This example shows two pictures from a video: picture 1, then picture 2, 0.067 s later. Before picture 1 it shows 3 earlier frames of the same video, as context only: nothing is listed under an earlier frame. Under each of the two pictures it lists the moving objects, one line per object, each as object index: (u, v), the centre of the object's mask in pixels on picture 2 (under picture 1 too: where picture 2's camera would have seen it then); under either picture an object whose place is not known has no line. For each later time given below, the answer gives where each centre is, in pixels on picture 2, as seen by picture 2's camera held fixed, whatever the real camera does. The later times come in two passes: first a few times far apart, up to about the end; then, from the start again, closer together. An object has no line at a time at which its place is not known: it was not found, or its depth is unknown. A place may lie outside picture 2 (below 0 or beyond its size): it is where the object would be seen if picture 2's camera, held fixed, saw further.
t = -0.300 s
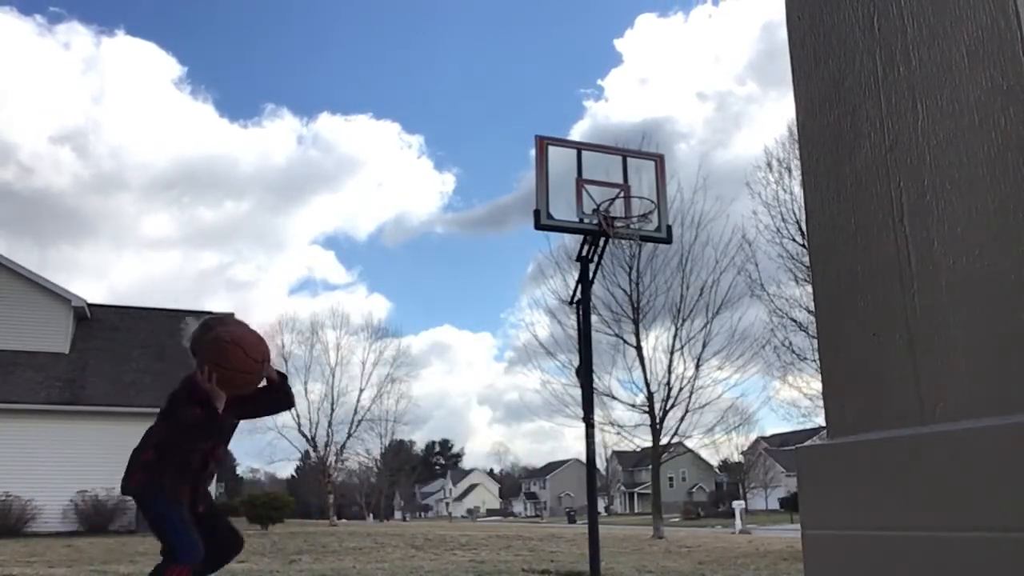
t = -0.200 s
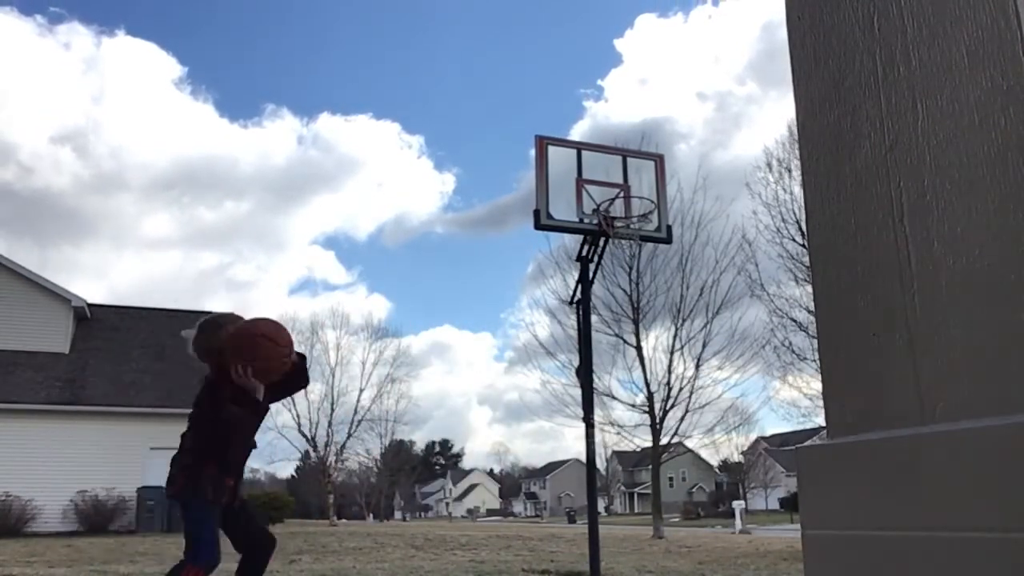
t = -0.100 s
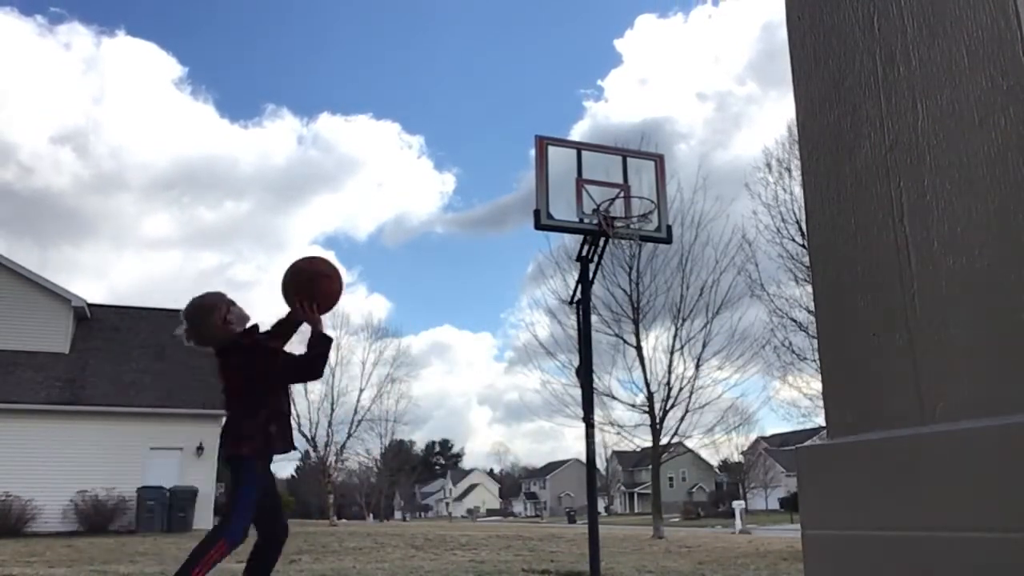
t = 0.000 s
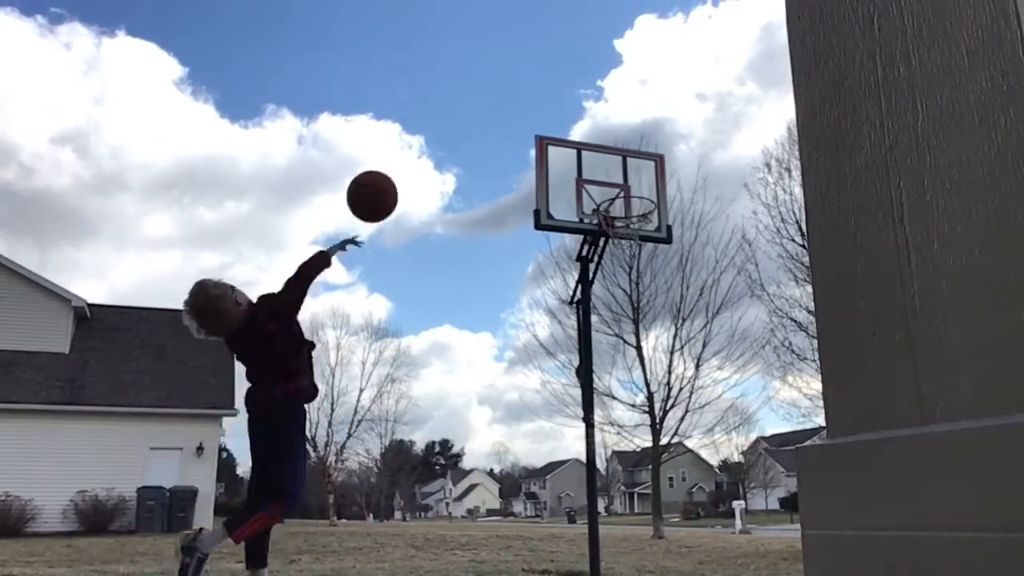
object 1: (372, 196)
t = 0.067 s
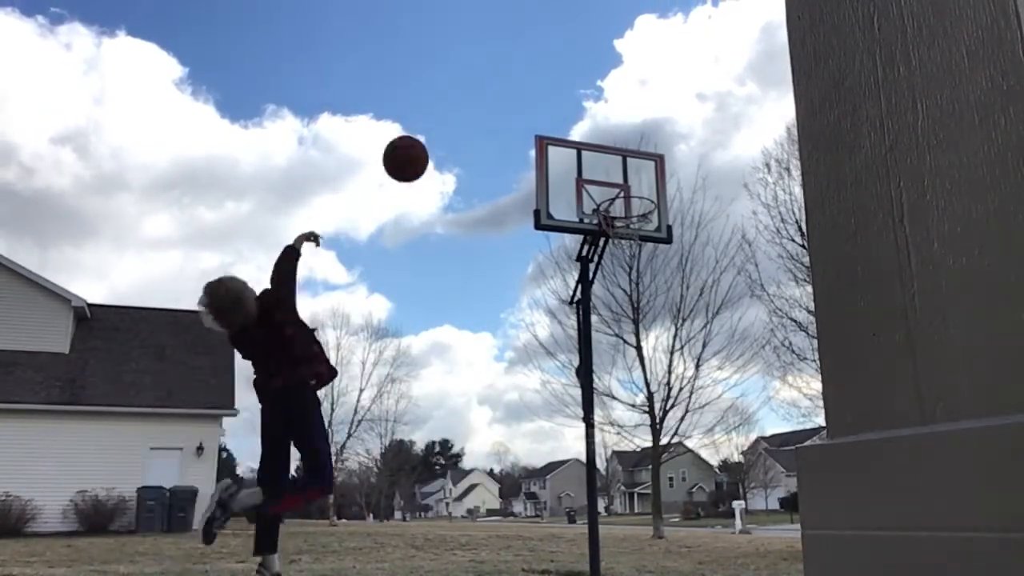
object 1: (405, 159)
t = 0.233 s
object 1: (465, 119)
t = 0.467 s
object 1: (520, 137)
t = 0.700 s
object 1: (568, 176)
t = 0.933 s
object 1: (611, 208)
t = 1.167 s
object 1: (643, 295)
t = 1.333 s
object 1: (675, 423)
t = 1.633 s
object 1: (718, 438)
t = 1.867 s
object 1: (736, 297)
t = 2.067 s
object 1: (760, 256)
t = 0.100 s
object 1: (420, 145)
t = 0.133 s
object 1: (433, 135)
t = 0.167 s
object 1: (445, 127)
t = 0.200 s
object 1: (455, 122)
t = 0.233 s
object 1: (465, 119)
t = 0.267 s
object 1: (475, 117)
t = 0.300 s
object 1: (483, 117)
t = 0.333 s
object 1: (492, 119)
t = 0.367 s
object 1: (499, 122)
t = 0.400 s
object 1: (506, 126)
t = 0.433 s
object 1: (513, 131)
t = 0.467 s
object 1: (520, 137)
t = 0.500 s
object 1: (525, 145)
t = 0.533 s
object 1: (529, 153)
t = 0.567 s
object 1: (536, 162)
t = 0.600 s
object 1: (542, 170)
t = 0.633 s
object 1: (551, 170)
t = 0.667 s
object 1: (560, 172)
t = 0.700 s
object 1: (568, 176)
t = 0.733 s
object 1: (578, 180)
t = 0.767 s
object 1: (587, 186)
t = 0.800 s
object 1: (596, 193)
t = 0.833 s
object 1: (600, 195)
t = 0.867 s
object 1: (604, 198)
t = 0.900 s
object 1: (607, 202)
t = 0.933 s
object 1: (611, 208)
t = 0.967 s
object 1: (613, 214)
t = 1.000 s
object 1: (617, 222)
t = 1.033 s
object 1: (623, 233)
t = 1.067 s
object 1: (628, 246)
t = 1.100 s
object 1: (633, 260)
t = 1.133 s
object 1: (637, 277)
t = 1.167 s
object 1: (643, 295)
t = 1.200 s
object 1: (648, 315)
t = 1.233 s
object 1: (655, 338)
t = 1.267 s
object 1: (660, 363)
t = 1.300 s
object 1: (667, 391)
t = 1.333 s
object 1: (675, 423)
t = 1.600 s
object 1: (715, 466)
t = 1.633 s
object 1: (718, 438)
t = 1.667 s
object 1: (720, 412)
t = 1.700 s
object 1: (722, 388)
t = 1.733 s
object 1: (725, 365)
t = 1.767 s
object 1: (727, 345)
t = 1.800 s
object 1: (730, 328)
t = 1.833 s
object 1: (733, 311)
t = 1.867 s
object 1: (736, 297)
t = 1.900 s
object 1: (739, 285)
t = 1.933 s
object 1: (743, 275)
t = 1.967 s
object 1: (747, 267)
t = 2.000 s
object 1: (751, 261)
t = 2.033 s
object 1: (755, 258)
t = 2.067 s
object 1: (760, 256)
